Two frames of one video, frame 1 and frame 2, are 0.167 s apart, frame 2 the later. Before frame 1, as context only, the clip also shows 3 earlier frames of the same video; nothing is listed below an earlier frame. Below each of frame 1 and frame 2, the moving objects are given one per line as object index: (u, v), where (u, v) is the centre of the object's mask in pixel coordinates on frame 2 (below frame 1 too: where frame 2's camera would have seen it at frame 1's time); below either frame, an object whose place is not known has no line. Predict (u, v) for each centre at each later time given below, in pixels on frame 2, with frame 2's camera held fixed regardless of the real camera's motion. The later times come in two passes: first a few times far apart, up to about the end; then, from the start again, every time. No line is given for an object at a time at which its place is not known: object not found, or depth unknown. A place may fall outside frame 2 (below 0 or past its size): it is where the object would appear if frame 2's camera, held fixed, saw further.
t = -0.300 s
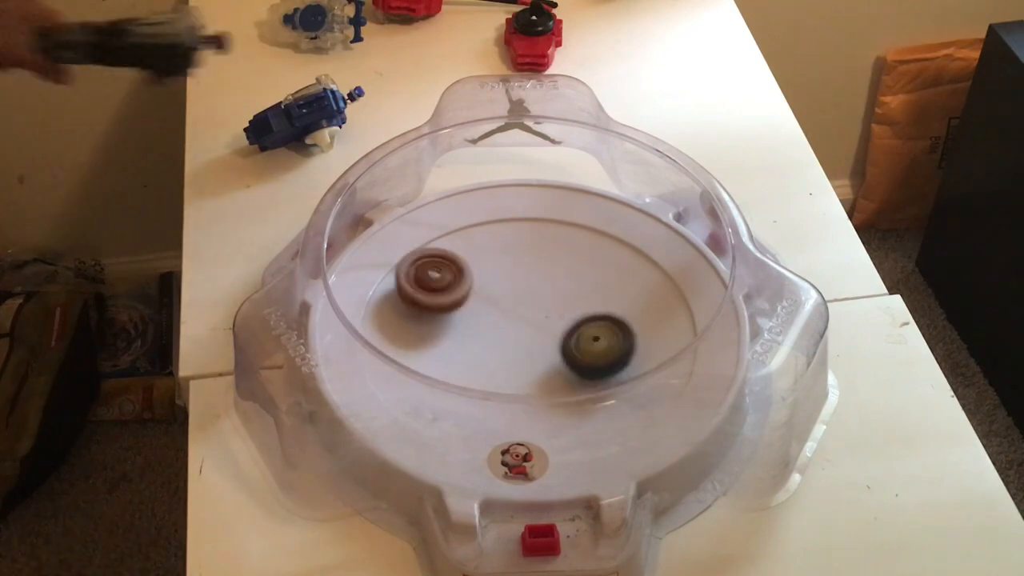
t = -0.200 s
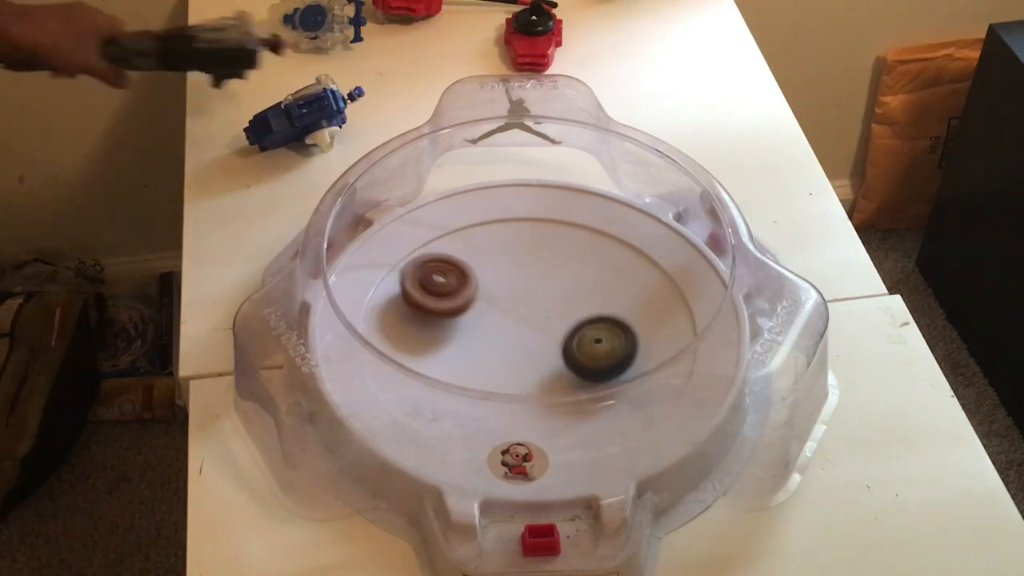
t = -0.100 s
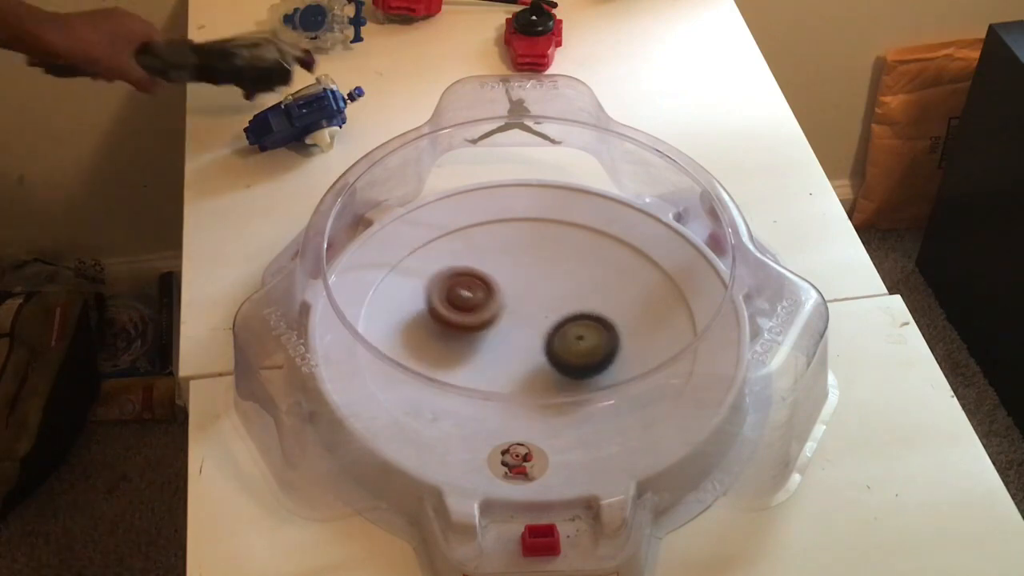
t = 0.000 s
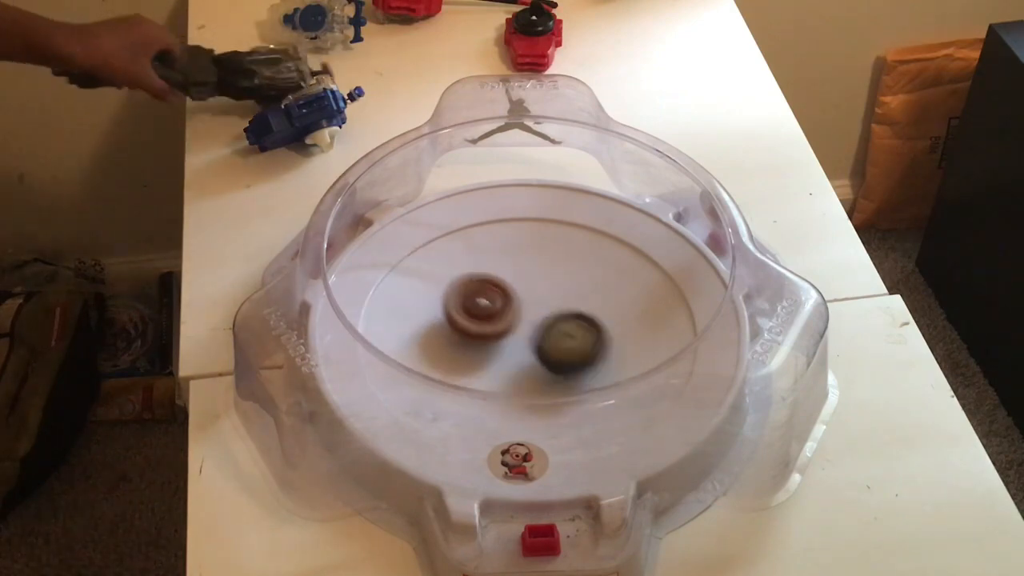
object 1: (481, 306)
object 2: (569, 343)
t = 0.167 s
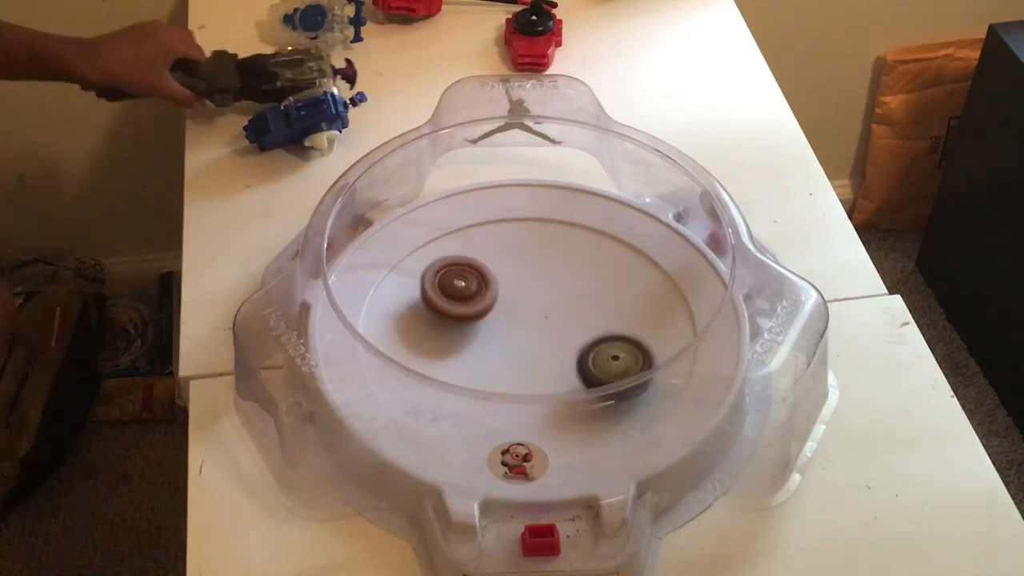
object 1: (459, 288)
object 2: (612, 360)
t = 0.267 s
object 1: (469, 295)
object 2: (601, 362)
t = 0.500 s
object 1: (470, 288)
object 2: (578, 361)
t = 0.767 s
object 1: (473, 285)
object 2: (578, 360)
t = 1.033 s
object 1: (457, 265)
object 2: (598, 364)
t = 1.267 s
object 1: (479, 290)
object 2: (577, 353)
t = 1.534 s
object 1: (476, 301)
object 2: (580, 338)
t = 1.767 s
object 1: (478, 308)
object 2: (578, 326)
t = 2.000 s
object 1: (478, 315)
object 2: (574, 321)
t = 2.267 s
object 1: (482, 327)
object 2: (566, 319)
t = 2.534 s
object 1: (488, 338)
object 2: (563, 313)
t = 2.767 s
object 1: (465, 353)
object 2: (593, 302)
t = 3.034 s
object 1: (483, 354)
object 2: (575, 304)
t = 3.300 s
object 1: (494, 341)
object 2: (558, 303)
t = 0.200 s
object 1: (461, 290)
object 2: (611, 361)
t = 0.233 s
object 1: (465, 292)
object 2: (607, 361)
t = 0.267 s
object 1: (469, 295)
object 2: (601, 362)
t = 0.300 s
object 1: (475, 298)
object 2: (593, 361)
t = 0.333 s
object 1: (480, 301)
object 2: (585, 360)
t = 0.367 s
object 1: (485, 305)
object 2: (574, 357)
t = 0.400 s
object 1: (491, 308)
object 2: (564, 353)
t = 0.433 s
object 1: (494, 309)
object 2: (557, 350)
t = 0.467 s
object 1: (481, 298)
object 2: (568, 356)
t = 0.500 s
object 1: (470, 288)
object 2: (578, 361)
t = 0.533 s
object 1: (462, 280)
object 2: (585, 363)
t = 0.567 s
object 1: (457, 275)
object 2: (589, 364)
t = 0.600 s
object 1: (456, 272)
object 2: (592, 364)
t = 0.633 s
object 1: (456, 271)
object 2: (592, 364)
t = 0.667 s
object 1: (459, 273)
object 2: (591, 364)
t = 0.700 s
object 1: (463, 276)
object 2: (588, 363)
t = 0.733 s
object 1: (468, 280)
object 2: (583, 362)
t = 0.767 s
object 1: (473, 285)
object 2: (578, 360)
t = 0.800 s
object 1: (479, 290)
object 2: (571, 356)
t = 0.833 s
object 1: (485, 296)
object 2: (565, 351)
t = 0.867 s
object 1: (492, 300)
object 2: (558, 346)
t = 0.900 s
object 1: (488, 297)
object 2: (562, 350)
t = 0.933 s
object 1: (475, 285)
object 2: (575, 355)
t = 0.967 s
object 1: (466, 276)
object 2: (586, 360)
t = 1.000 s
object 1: (460, 269)
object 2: (593, 364)
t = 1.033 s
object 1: (457, 265)
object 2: (598, 364)
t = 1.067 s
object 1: (456, 265)
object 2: (600, 364)
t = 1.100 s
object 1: (458, 266)
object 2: (600, 365)
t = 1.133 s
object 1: (460, 269)
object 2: (598, 363)
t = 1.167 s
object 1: (464, 273)
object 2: (595, 362)
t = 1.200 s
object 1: (468, 279)
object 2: (590, 361)
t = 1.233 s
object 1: (474, 284)
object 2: (584, 357)
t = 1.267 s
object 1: (479, 290)
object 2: (577, 353)
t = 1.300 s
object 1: (485, 296)
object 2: (570, 348)
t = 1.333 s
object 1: (492, 301)
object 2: (562, 342)
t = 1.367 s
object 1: (489, 302)
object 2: (564, 343)
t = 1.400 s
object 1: (482, 300)
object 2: (572, 342)
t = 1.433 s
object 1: (477, 298)
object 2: (577, 341)
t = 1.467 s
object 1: (475, 298)
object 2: (580, 343)
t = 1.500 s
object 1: (474, 298)
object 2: (582, 340)
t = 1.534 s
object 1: (476, 301)
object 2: (580, 338)
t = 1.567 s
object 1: (479, 302)
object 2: (577, 334)
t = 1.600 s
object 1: (483, 305)
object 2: (574, 332)
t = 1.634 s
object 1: (487, 307)
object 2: (569, 329)
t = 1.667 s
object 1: (489, 309)
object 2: (567, 328)
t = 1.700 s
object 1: (483, 308)
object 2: (573, 329)
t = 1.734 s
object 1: (479, 308)
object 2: (576, 326)
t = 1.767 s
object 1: (478, 308)
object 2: (578, 326)
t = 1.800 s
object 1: (478, 308)
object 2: (578, 326)
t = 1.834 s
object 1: (479, 309)
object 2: (576, 325)
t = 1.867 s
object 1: (482, 309)
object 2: (573, 325)
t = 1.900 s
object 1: (485, 311)
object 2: (569, 324)
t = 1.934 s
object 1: (486, 311)
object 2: (567, 325)
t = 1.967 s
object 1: (481, 313)
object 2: (571, 324)
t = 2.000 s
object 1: (478, 315)
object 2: (574, 321)
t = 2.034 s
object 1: (477, 318)
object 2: (575, 321)
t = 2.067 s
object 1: (477, 319)
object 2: (574, 321)
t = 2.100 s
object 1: (479, 321)
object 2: (572, 320)
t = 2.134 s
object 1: (482, 322)
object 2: (569, 320)
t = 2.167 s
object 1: (485, 324)
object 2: (565, 319)
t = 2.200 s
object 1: (484, 325)
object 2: (565, 320)
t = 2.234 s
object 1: (482, 326)
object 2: (567, 319)
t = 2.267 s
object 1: (482, 327)
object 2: (566, 319)
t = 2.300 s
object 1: (484, 329)
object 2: (565, 320)
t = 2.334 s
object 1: (485, 329)
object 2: (563, 319)
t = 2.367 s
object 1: (482, 331)
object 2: (567, 318)
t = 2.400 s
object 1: (480, 334)
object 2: (569, 315)
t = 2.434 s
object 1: (480, 335)
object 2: (569, 314)
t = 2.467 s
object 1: (482, 337)
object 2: (569, 314)
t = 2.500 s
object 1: (485, 337)
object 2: (567, 313)
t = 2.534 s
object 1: (488, 338)
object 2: (563, 313)
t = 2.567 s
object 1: (484, 339)
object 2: (570, 312)
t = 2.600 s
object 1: (474, 343)
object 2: (580, 307)
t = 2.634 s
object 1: (466, 348)
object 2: (587, 302)
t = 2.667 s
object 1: (463, 350)
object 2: (593, 301)
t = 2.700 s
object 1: (461, 350)
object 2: (595, 300)
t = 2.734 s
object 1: (462, 351)
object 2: (595, 300)
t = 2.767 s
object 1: (465, 353)
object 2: (593, 302)
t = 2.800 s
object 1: (469, 353)
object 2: (589, 304)
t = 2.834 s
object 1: (474, 353)
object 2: (583, 307)
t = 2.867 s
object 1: (481, 353)
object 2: (577, 310)
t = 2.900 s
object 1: (487, 352)
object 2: (569, 314)
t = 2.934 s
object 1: (494, 350)
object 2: (561, 317)
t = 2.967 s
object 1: (492, 353)
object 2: (564, 312)
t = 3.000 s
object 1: (486, 354)
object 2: (570, 309)
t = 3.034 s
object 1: (483, 354)
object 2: (575, 304)
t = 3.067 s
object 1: (481, 354)
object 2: (576, 299)
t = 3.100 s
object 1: (480, 353)
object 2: (577, 299)
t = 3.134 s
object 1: (481, 351)
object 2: (577, 297)
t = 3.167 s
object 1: (484, 348)
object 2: (574, 296)
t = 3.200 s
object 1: (487, 346)
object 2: (571, 299)
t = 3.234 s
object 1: (490, 344)
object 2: (566, 300)
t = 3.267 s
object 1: (494, 342)
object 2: (561, 302)
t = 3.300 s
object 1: (494, 341)
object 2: (558, 303)
